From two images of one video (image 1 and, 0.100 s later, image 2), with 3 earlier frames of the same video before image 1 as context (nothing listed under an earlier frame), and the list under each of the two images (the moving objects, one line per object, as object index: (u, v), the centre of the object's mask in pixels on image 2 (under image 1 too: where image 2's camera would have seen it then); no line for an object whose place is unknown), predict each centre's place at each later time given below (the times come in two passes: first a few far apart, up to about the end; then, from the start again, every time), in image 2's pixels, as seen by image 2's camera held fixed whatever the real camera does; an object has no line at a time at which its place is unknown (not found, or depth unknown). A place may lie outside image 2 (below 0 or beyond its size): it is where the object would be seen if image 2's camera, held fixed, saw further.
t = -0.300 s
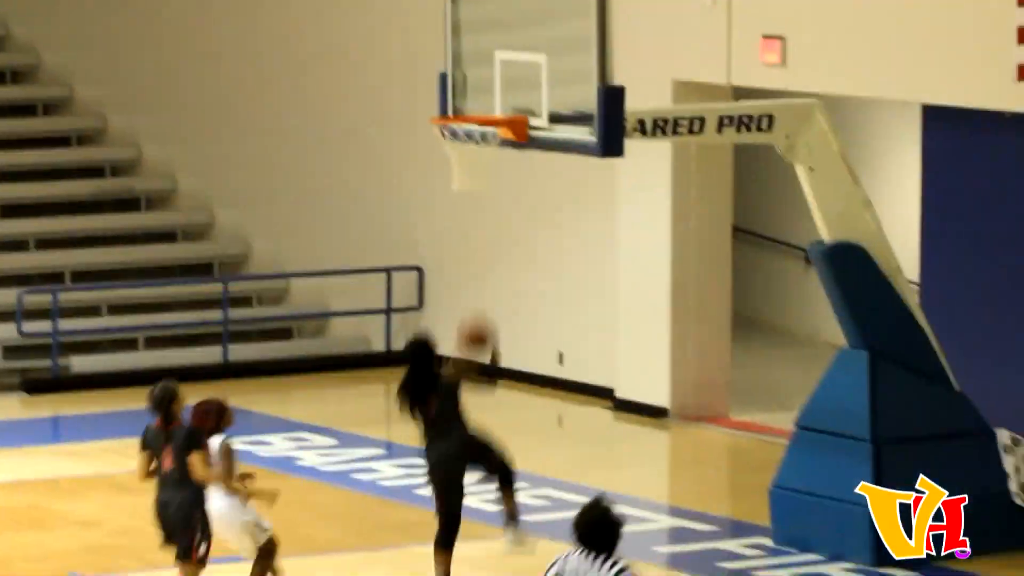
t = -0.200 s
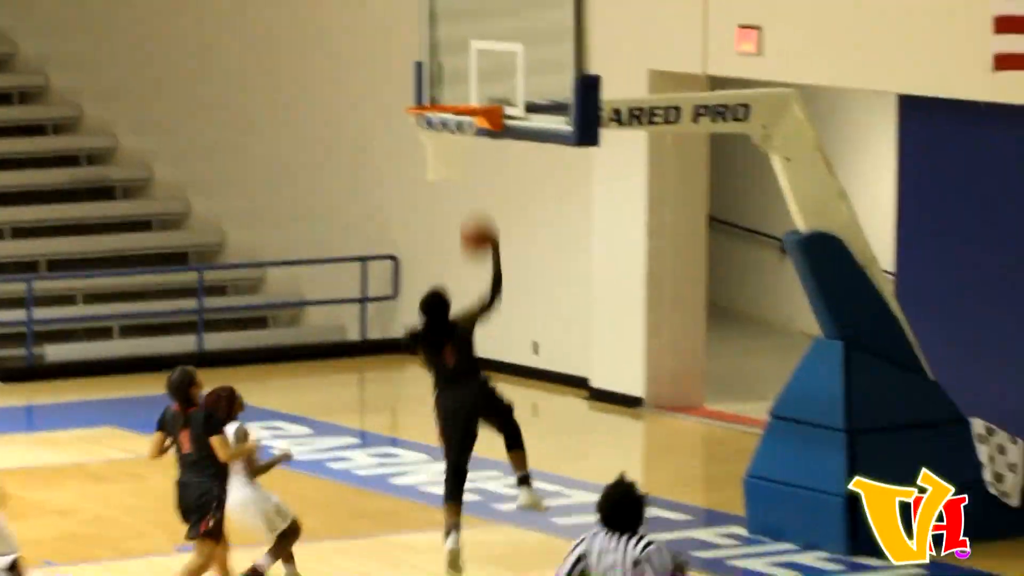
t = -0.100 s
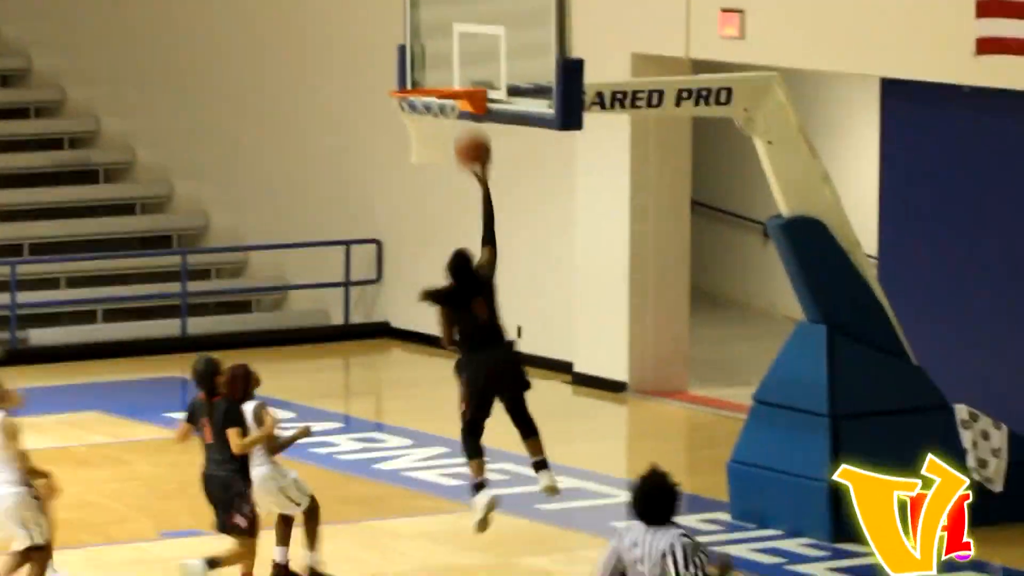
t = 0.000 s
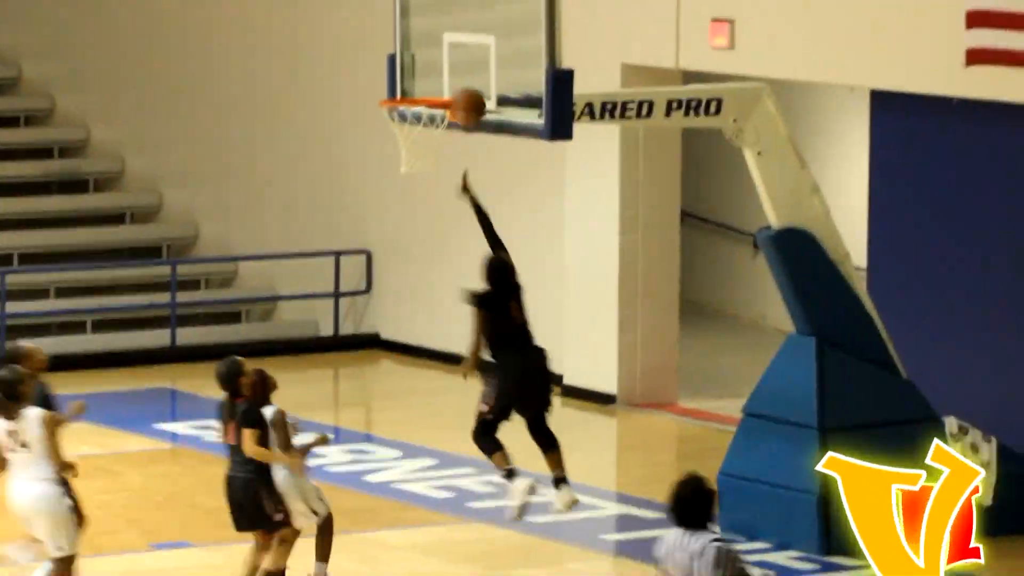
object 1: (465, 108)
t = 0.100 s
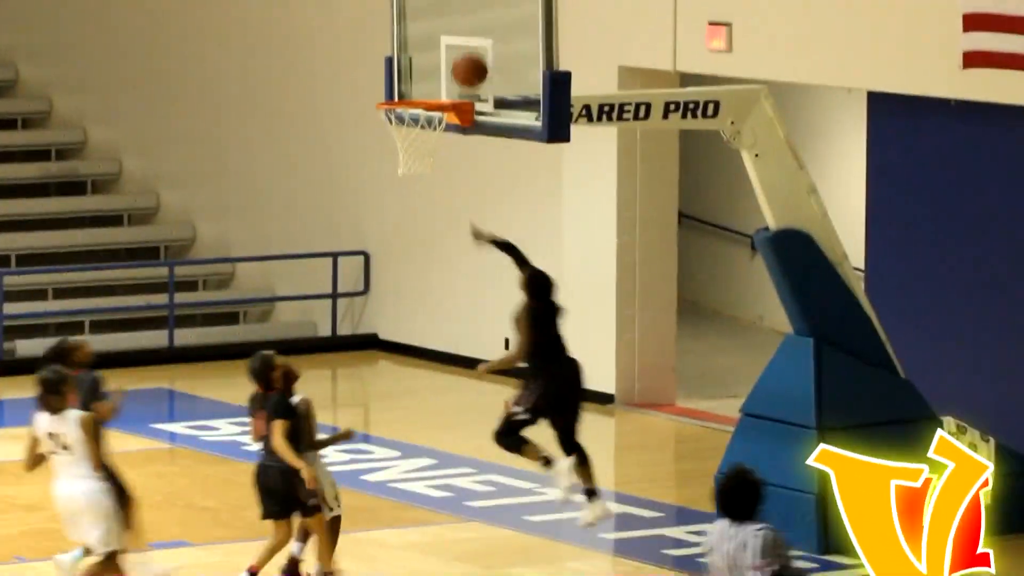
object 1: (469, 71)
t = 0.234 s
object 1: (460, 47)
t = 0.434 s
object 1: (427, 65)
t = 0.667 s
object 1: (394, 147)
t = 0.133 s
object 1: (471, 61)
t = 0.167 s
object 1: (472, 54)
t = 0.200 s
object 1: (466, 49)
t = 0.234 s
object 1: (460, 47)
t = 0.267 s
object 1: (453, 46)
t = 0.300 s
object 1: (448, 46)
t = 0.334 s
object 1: (443, 48)
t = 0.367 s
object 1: (438, 52)
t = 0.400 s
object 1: (432, 57)
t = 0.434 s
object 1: (427, 65)
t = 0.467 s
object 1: (421, 75)
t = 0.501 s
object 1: (416, 85)
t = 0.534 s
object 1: (409, 93)
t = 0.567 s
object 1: (407, 111)
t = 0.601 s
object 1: (398, 126)
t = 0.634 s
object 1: (395, 137)
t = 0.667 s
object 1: (394, 147)
